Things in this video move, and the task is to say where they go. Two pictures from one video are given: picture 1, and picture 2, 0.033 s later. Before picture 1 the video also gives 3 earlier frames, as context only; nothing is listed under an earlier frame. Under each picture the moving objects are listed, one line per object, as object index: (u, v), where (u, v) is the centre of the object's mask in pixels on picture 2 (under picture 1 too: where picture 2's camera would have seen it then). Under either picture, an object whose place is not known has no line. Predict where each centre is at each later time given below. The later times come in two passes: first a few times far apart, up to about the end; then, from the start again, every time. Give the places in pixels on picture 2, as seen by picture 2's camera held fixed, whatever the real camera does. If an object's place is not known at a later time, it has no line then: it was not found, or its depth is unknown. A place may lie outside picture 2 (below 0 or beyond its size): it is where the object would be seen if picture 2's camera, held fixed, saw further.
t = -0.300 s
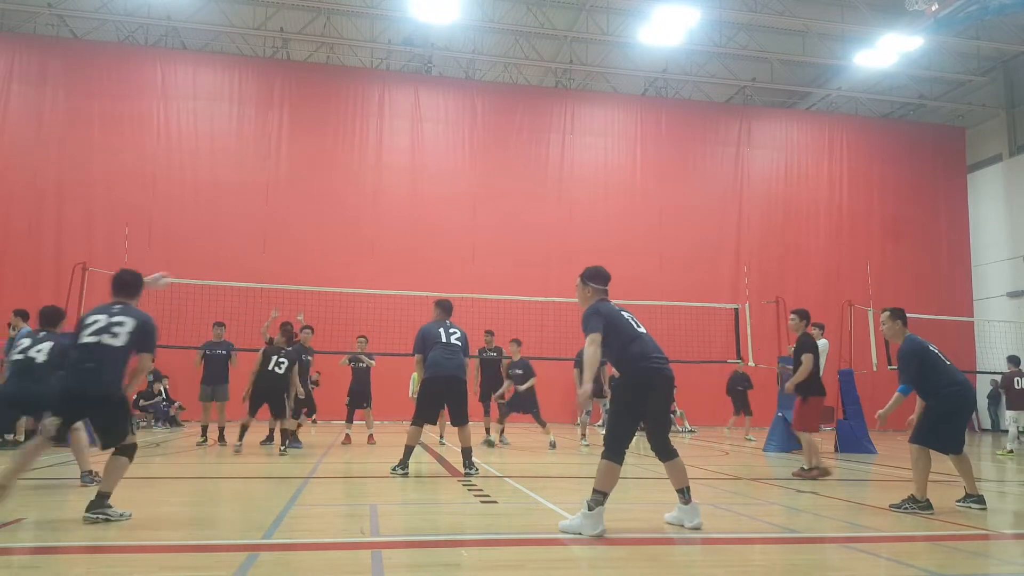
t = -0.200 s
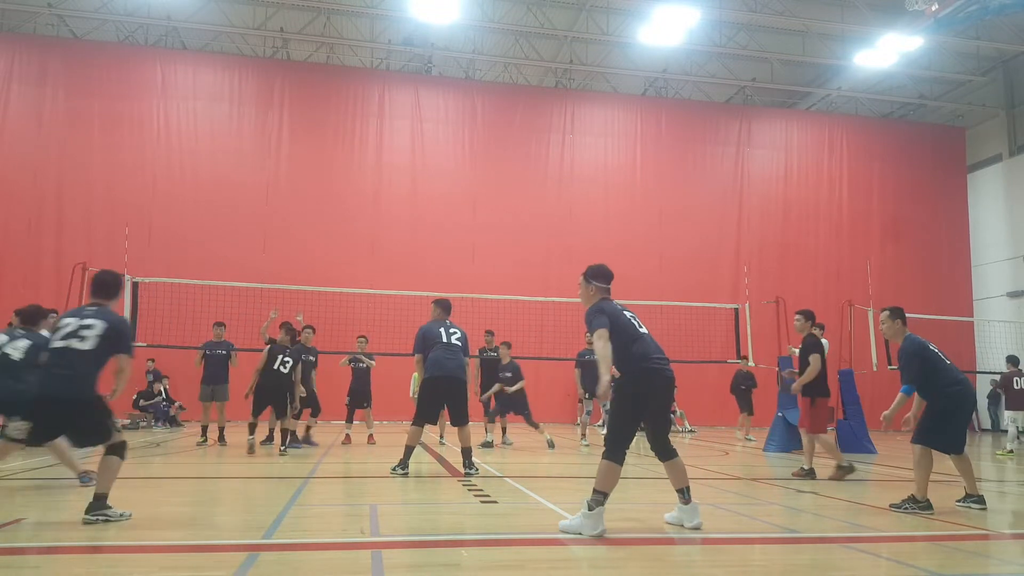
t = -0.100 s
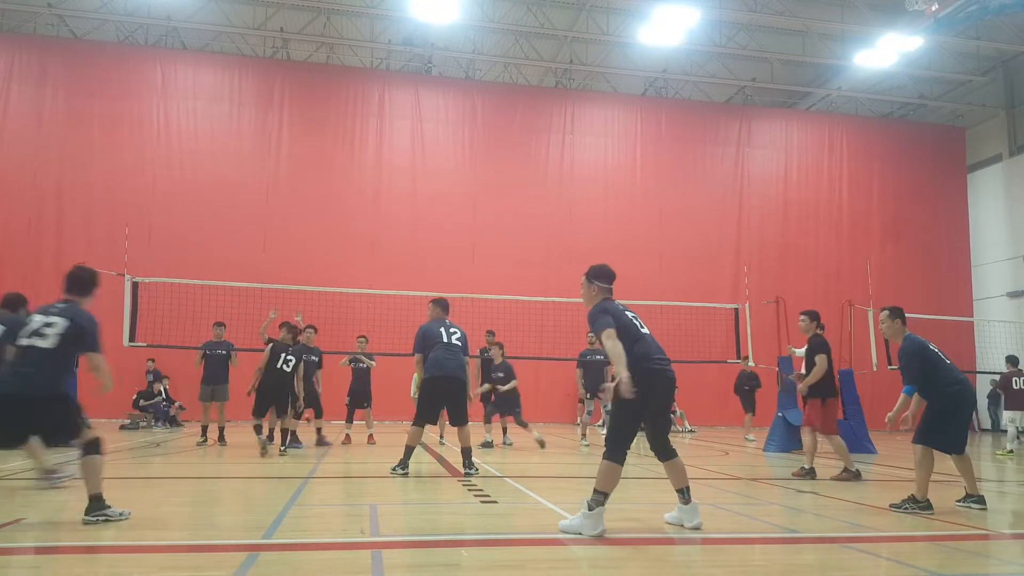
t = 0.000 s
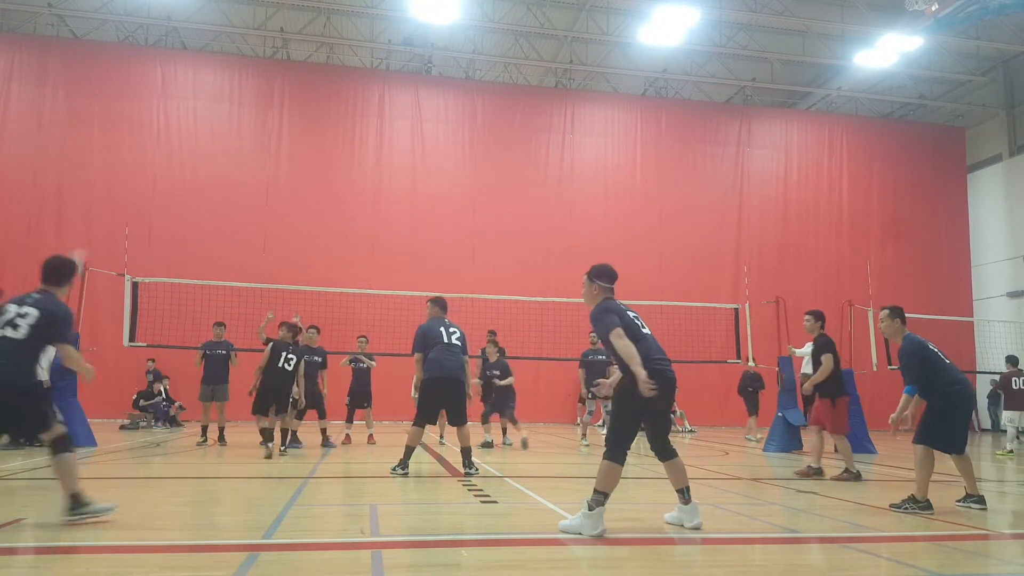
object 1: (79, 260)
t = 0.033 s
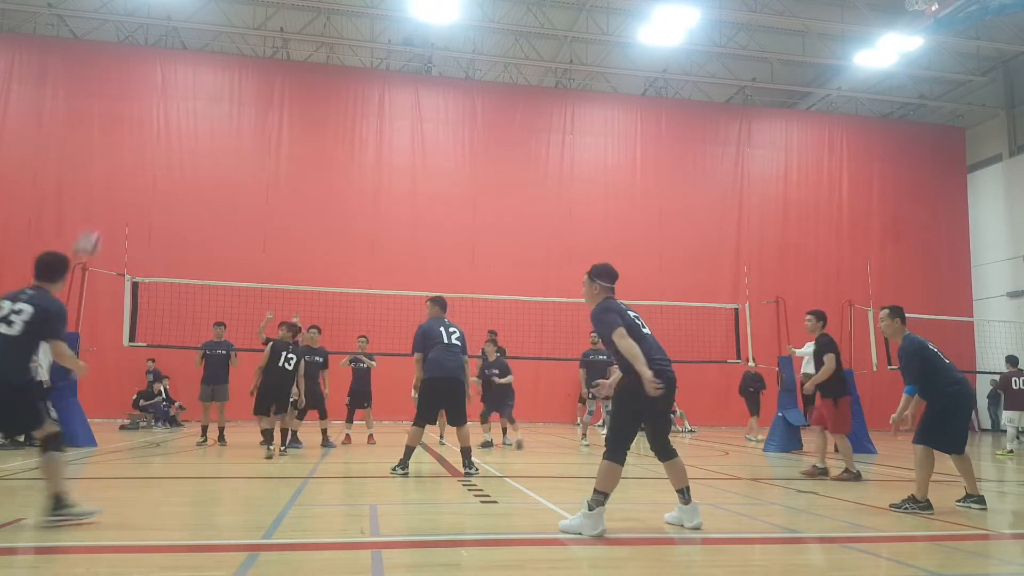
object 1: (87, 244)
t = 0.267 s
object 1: (164, 140)
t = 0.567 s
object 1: (245, 96)
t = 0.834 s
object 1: (303, 124)
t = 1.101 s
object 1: (352, 205)
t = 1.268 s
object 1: (379, 278)
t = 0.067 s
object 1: (98, 224)
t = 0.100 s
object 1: (111, 207)
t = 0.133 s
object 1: (120, 190)
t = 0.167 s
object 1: (132, 175)
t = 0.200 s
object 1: (144, 161)
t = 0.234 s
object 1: (153, 151)
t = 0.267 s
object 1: (164, 140)
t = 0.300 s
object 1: (174, 129)
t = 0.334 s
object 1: (184, 122)
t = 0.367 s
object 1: (193, 115)
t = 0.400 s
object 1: (201, 109)
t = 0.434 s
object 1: (211, 104)
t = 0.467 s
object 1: (219, 100)
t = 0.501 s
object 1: (228, 98)
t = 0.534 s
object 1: (237, 96)
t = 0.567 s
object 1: (245, 96)
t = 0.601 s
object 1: (253, 96)
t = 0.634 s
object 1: (259, 97)
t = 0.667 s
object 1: (268, 100)
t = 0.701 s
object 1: (275, 103)
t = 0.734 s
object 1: (282, 107)
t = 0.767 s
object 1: (289, 111)
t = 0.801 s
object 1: (295, 118)
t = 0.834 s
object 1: (303, 124)
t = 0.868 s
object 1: (309, 131)
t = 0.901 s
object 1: (316, 140)
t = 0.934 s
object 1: (322, 149)
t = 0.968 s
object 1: (329, 158)
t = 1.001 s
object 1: (335, 168)
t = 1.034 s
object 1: (341, 180)
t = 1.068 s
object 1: (347, 192)
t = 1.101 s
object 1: (352, 205)
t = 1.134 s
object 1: (359, 219)
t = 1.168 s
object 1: (365, 232)
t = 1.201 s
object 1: (370, 246)
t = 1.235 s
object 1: (375, 263)
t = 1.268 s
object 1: (379, 278)
